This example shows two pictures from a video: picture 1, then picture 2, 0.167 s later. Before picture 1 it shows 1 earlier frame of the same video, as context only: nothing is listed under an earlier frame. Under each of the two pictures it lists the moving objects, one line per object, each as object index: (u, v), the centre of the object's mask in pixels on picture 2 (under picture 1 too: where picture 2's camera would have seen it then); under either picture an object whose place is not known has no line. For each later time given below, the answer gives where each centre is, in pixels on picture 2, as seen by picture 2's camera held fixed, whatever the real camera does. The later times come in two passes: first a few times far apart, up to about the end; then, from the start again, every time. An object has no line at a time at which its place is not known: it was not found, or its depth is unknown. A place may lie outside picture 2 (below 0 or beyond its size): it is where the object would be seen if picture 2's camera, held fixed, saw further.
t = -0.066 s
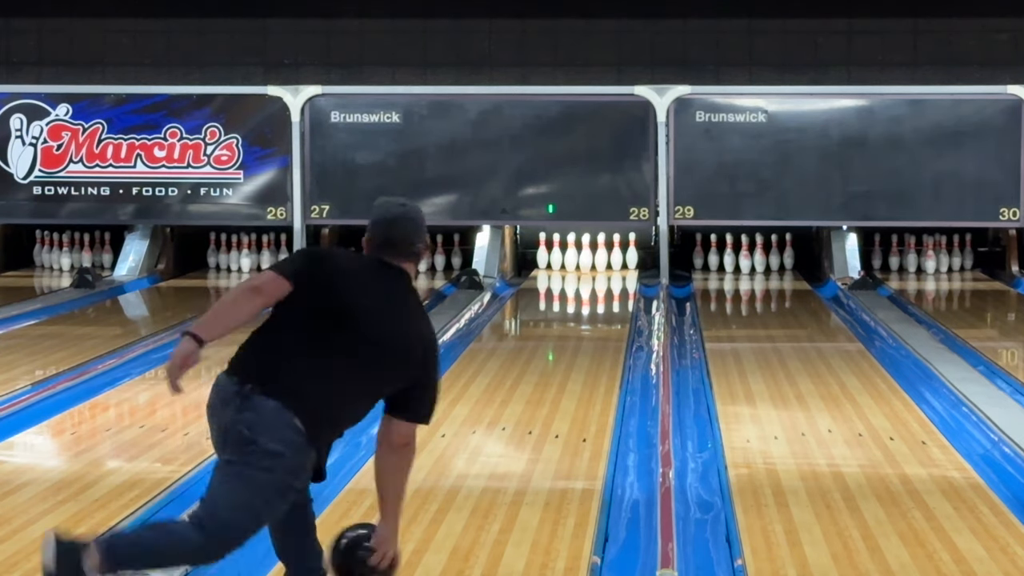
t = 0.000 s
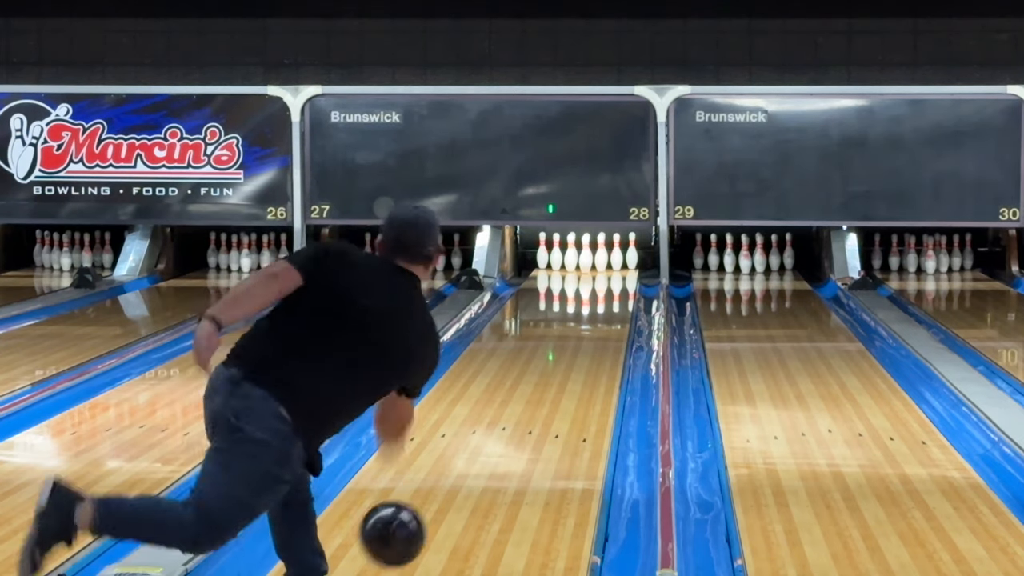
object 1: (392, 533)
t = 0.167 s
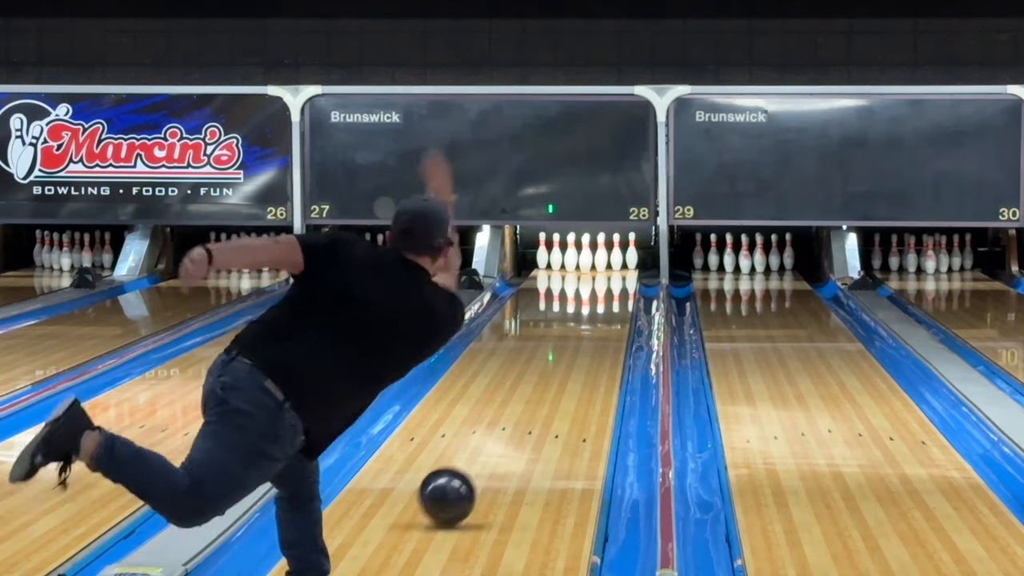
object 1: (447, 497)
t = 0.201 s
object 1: (456, 486)
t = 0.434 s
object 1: (507, 433)
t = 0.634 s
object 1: (538, 397)
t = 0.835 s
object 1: (562, 369)
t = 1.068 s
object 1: (583, 342)
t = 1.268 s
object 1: (596, 323)
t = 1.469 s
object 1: (606, 308)
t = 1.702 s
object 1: (613, 293)
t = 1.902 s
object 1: (613, 282)
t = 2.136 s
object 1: (604, 272)
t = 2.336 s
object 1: (592, 264)
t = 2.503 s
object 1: (587, 260)
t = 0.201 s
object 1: (456, 486)
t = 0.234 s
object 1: (464, 479)
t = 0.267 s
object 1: (472, 471)
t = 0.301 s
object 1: (480, 462)
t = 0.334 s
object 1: (487, 454)
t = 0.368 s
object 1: (494, 447)
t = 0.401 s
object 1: (501, 440)
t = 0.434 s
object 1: (507, 433)
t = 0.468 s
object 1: (513, 426)
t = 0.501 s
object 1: (518, 420)
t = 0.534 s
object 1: (524, 414)
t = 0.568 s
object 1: (529, 408)
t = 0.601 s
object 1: (534, 402)
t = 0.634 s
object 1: (538, 397)
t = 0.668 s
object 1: (543, 392)
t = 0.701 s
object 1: (547, 387)
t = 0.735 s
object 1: (551, 382)
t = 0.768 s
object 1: (555, 377)
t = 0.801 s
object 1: (558, 373)
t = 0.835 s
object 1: (562, 369)
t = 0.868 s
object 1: (565, 364)
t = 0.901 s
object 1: (569, 360)
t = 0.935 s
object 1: (572, 357)
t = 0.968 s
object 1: (575, 353)
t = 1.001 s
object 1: (578, 349)
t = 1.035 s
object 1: (580, 345)
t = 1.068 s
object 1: (583, 342)
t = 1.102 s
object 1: (585, 338)
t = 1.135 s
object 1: (588, 335)
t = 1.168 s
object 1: (590, 332)
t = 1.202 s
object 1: (593, 329)
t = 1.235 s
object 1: (595, 326)
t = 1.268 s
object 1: (596, 323)
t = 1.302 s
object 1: (598, 321)
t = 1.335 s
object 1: (600, 318)
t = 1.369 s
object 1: (602, 315)
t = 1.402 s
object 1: (603, 313)
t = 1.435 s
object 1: (605, 310)
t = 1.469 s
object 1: (606, 308)
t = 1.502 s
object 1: (607, 305)
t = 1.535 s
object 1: (609, 303)
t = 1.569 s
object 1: (610, 301)
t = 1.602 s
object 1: (611, 299)
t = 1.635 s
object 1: (612, 297)
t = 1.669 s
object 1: (612, 295)
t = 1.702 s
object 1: (613, 293)
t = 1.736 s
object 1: (613, 291)
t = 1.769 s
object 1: (614, 289)
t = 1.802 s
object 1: (613, 288)
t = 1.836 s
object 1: (613, 286)
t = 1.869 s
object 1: (613, 284)
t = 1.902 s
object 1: (613, 282)
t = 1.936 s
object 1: (612, 281)
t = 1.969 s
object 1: (611, 279)
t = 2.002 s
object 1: (610, 278)
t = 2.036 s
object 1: (609, 276)
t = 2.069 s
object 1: (607, 275)
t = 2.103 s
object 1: (605, 273)
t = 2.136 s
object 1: (604, 272)
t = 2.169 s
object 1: (603, 270)
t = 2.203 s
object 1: (603, 271)
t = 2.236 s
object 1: (598, 268)
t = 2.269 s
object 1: (596, 267)
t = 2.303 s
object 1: (594, 266)
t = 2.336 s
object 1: (592, 264)
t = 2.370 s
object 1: (591, 263)
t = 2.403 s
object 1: (591, 262)
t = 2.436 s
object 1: (589, 262)
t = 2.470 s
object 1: (588, 261)
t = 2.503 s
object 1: (587, 260)
